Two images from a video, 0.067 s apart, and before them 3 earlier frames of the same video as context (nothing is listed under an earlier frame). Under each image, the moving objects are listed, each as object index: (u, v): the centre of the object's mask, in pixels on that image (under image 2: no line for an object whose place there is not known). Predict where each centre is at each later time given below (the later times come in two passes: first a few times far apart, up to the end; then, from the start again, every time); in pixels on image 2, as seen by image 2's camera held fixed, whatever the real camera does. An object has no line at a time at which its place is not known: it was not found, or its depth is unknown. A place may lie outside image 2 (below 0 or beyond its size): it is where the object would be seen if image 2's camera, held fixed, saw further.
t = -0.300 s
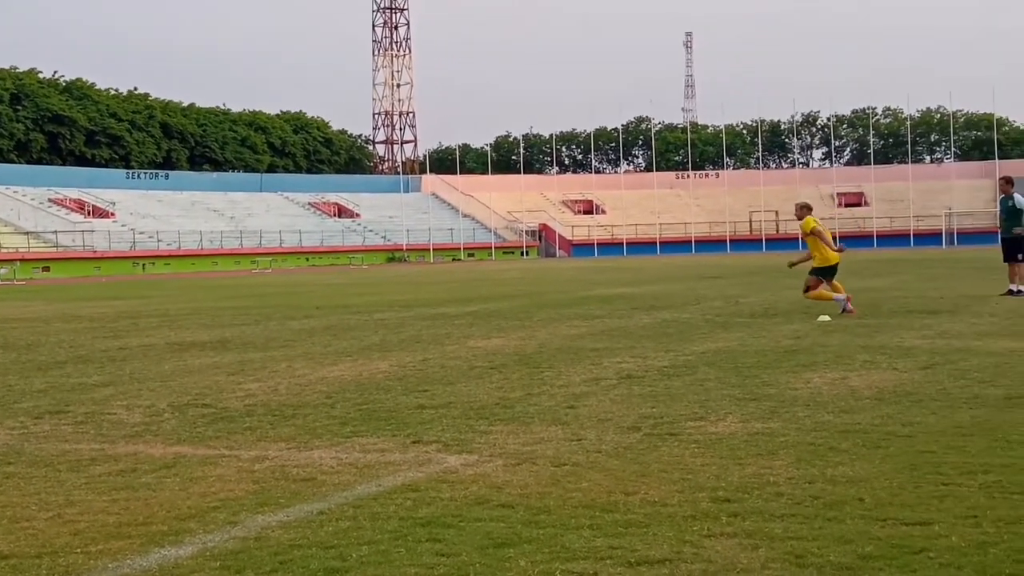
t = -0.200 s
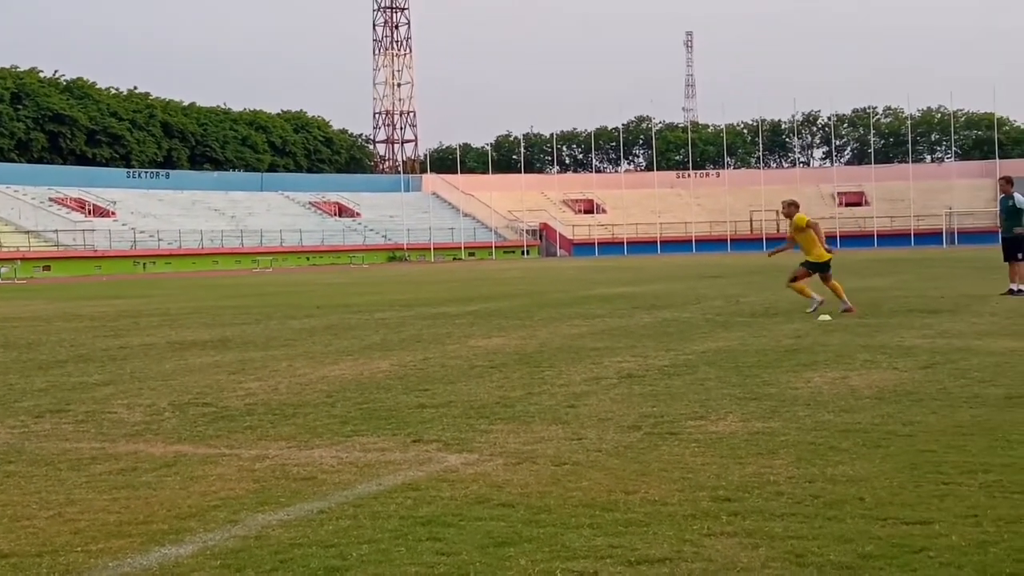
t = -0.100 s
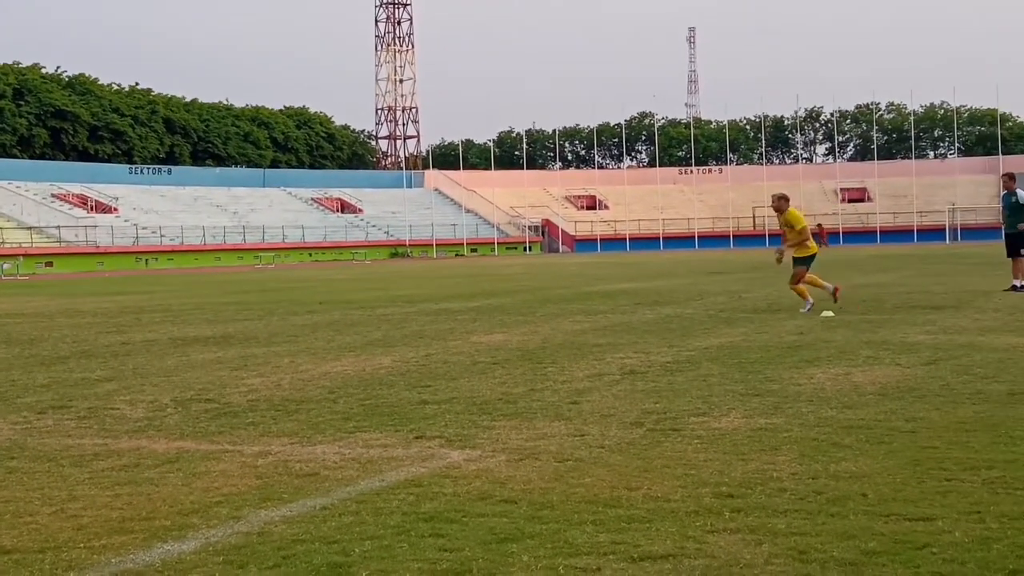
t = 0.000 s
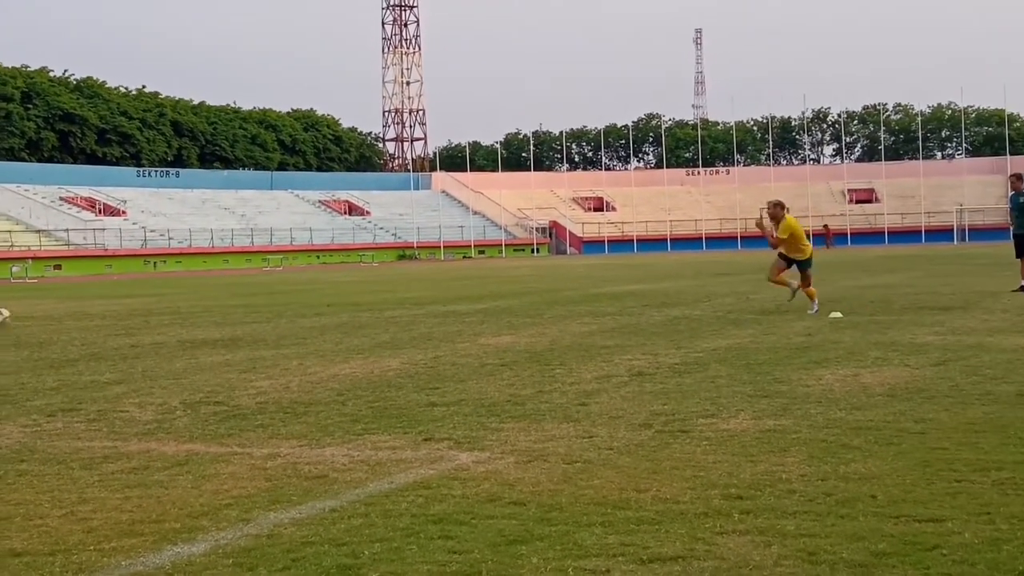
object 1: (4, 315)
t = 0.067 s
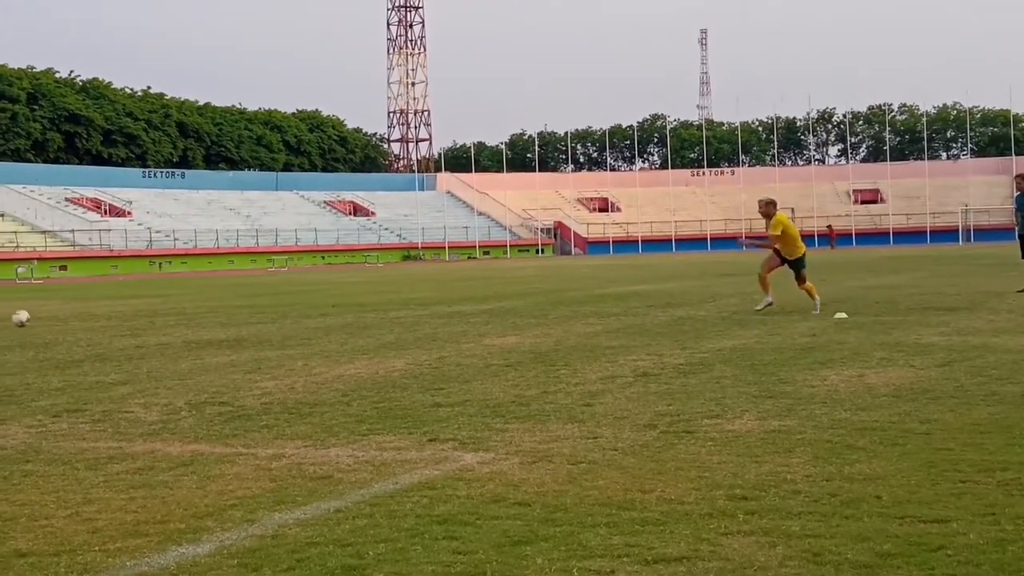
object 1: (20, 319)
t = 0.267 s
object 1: (65, 320)
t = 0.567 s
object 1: (129, 324)
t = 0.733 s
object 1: (169, 335)
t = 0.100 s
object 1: (28, 321)
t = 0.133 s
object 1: (37, 324)
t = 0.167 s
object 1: (45, 325)
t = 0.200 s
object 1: (51, 324)
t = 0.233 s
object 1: (58, 321)
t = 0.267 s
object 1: (65, 320)
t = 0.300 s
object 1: (72, 319)
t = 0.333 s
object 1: (79, 321)
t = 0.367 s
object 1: (86, 323)
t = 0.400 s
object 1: (94, 327)
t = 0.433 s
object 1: (102, 331)
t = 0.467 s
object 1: (109, 330)
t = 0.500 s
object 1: (116, 326)
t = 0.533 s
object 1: (124, 325)
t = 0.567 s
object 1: (129, 324)
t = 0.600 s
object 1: (136, 325)
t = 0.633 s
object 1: (146, 327)
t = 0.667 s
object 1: (153, 331)
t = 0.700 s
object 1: (161, 335)
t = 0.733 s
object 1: (169, 335)
